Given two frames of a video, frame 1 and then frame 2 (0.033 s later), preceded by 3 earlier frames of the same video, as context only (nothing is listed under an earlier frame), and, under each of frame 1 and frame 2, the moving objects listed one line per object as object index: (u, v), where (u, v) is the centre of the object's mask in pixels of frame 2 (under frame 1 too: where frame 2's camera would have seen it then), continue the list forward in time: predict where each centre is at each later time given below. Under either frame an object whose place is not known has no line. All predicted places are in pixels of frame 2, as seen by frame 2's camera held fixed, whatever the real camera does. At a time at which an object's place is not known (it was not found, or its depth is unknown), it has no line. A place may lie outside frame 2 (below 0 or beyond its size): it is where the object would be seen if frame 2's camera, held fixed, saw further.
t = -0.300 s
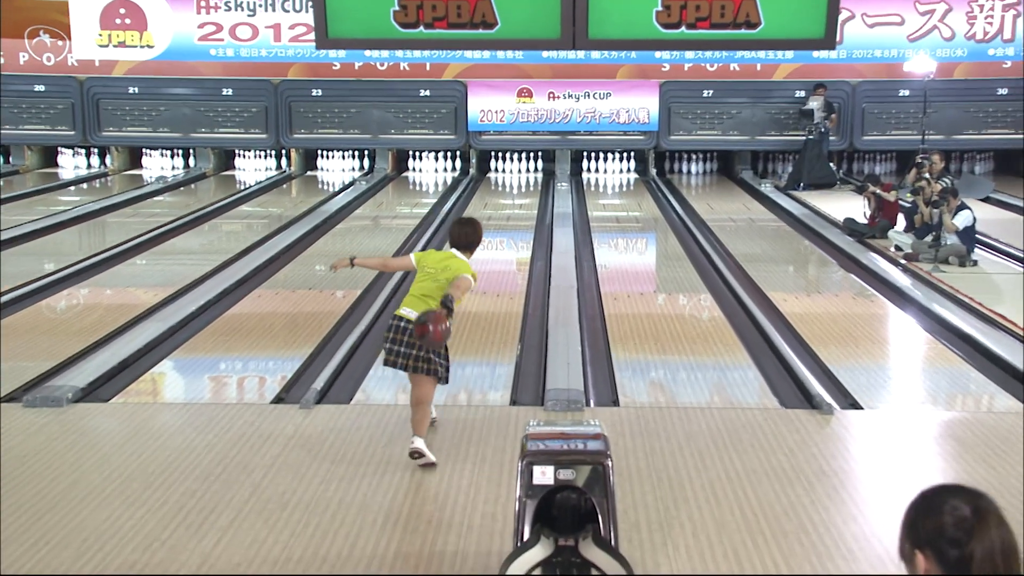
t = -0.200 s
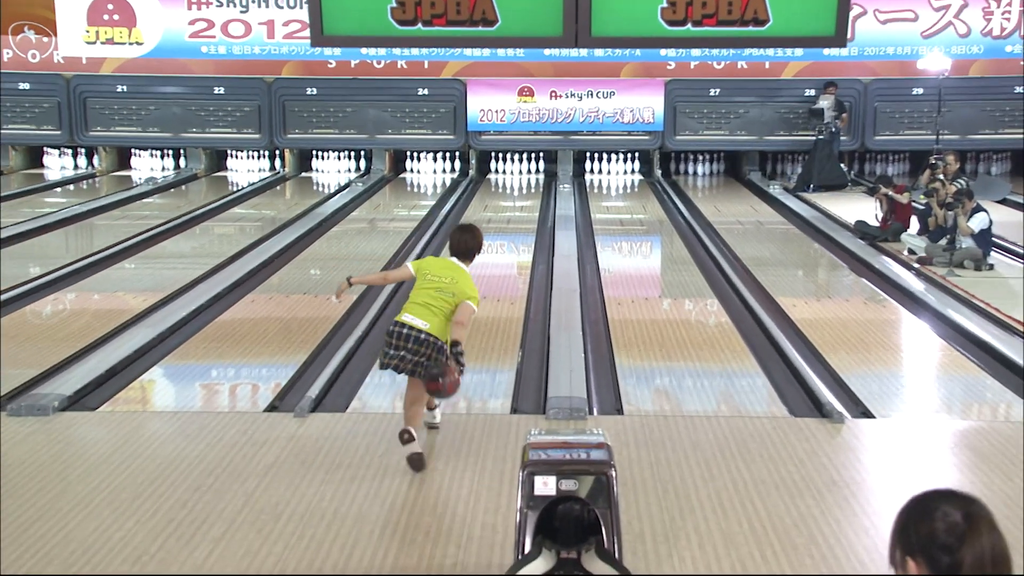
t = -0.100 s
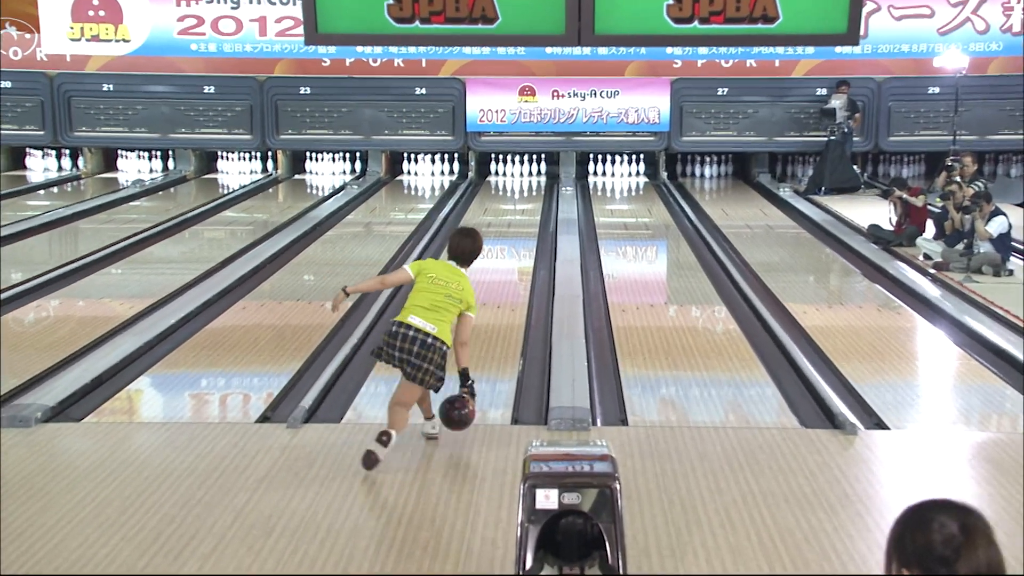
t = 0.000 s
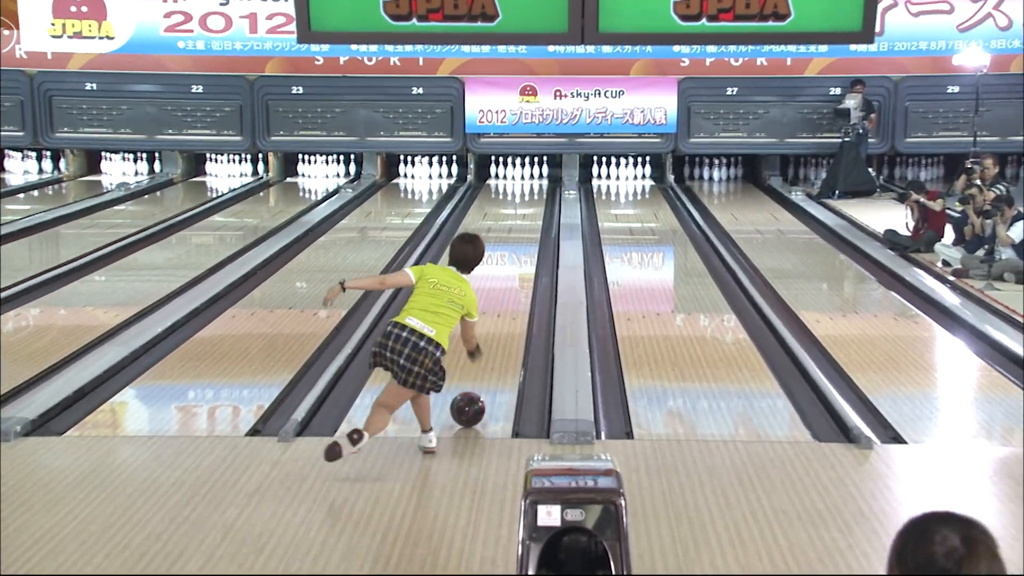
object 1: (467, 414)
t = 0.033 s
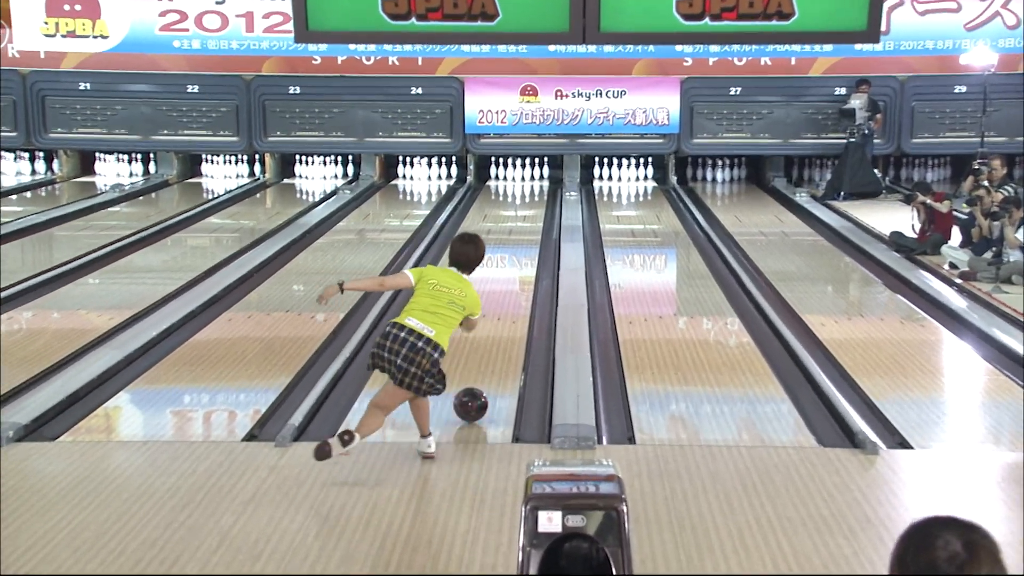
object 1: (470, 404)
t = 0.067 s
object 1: (474, 397)
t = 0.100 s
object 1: (477, 389)
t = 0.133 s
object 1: (480, 381)
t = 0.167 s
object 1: (482, 373)
